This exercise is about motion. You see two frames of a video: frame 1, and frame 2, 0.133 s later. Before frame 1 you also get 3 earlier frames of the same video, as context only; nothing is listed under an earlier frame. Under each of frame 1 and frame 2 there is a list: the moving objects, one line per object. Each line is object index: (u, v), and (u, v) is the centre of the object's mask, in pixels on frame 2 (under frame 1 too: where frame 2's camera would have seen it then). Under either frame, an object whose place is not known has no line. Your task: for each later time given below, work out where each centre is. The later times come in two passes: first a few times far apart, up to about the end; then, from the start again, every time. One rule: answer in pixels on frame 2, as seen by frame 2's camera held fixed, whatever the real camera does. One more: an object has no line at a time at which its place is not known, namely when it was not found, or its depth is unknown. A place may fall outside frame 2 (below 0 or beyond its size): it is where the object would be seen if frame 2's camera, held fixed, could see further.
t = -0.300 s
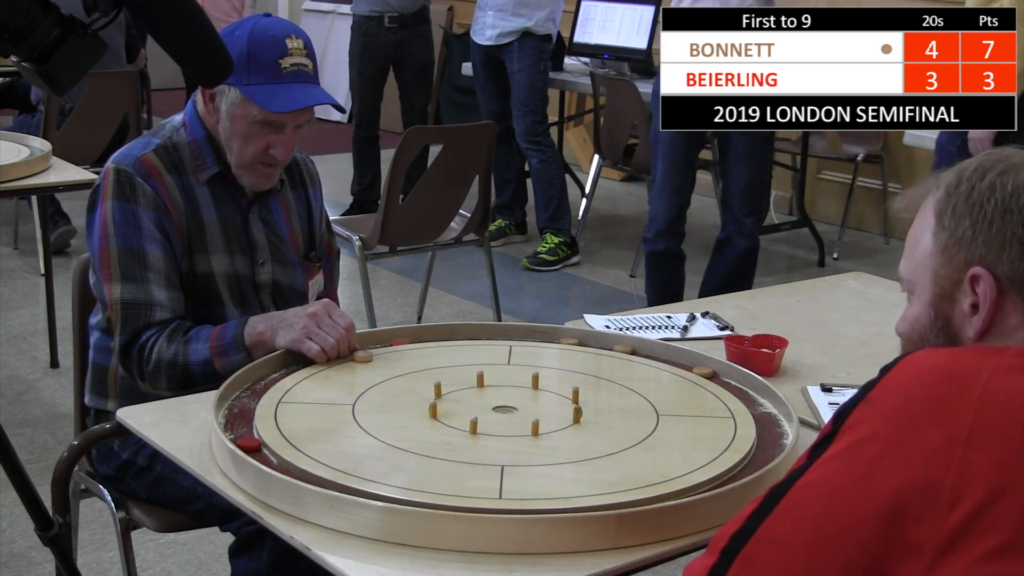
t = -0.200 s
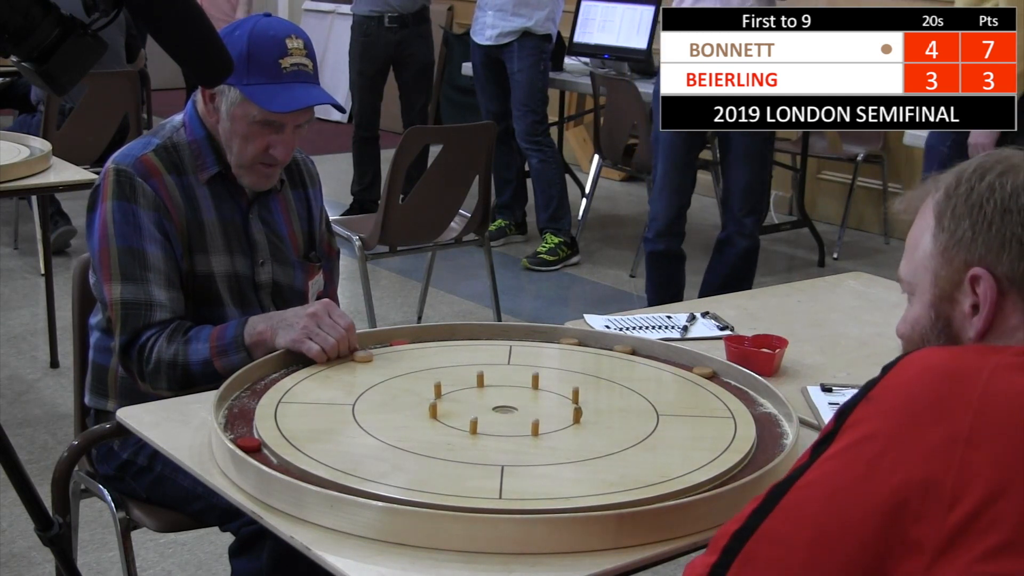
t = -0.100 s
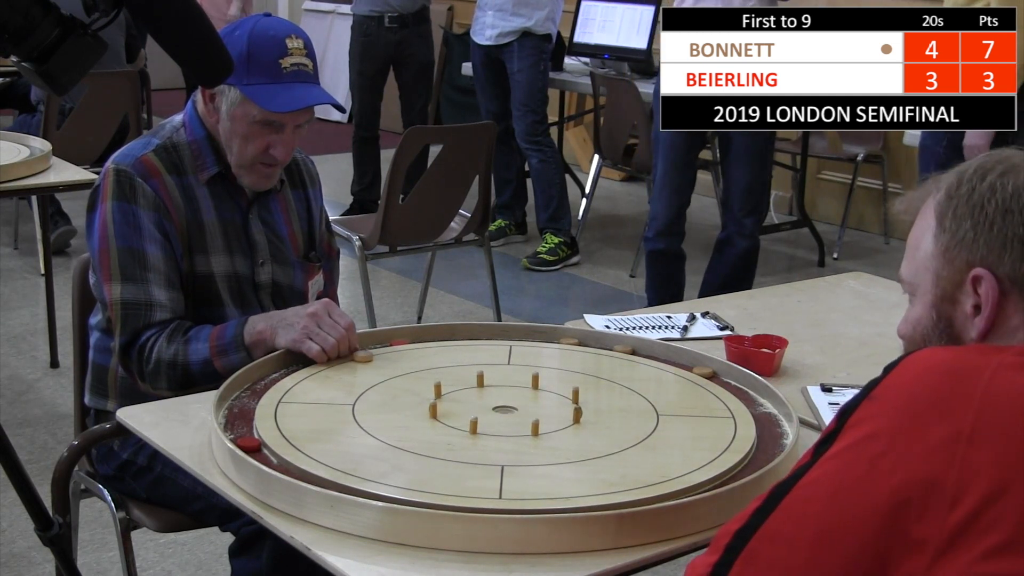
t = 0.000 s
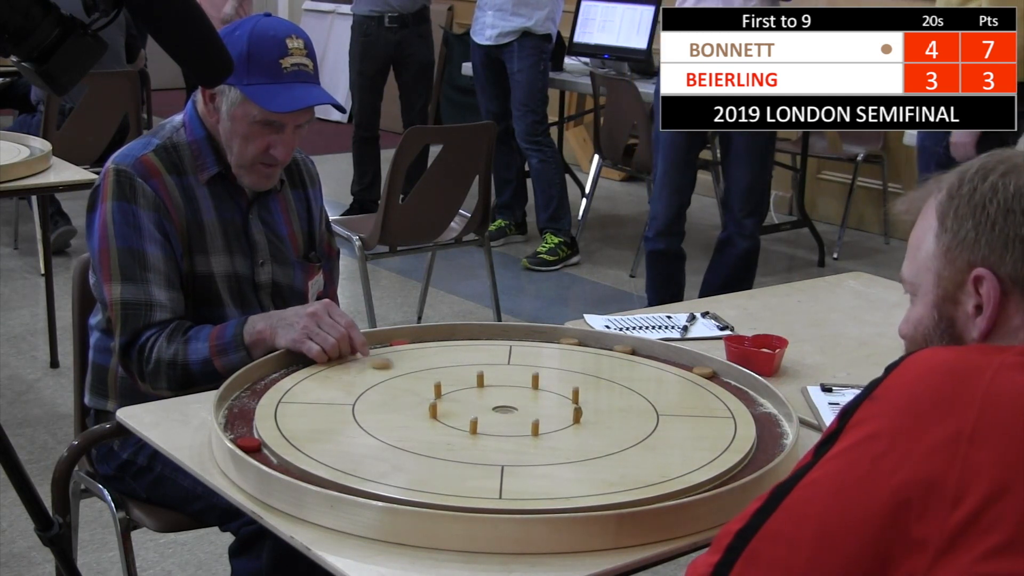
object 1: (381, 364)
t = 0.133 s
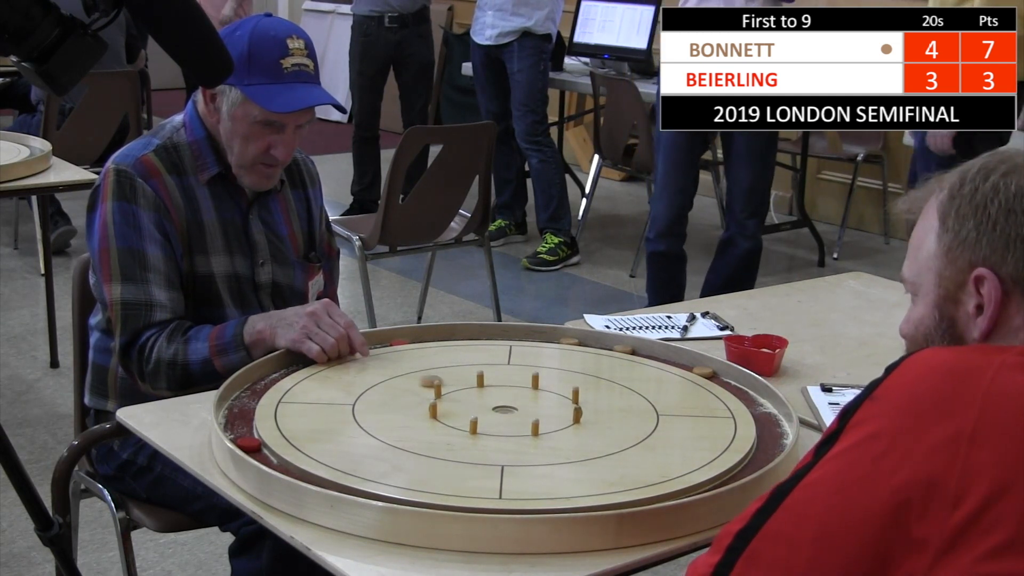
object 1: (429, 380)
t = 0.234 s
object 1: (464, 393)
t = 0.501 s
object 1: (522, 411)
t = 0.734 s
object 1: (529, 412)
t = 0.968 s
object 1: (529, 412)
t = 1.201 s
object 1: (530, 412)
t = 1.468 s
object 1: (530, 412)
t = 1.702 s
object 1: (530, 412)
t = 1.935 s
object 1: (530, 412)
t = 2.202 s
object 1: (530, 412)
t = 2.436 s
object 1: (530, 412)
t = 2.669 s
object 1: (529, 412)
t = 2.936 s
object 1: (530, 412)
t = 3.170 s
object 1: (530, 412)
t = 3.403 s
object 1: (530, 412)
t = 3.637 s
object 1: (530, 412)
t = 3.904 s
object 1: (530, 412)
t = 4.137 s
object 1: (530, 412)
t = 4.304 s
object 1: (530, 412)
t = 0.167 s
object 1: (444, 385)
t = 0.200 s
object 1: (454, 389)
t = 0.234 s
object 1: (464, 393)
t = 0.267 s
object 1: (473, 396)
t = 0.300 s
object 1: (482, 400)
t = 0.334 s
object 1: (491, 403)
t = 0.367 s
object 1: (499, 406)
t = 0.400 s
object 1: (506, 409)
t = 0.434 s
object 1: (512, 409)
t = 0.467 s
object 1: (517, 410)
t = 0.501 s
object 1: (522, 411)
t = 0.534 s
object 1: (525, 411)
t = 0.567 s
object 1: (527, 412)
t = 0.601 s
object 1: (529, 412)
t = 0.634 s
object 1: (529, 412)
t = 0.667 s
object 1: (529, 412)
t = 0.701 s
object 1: (529, 412)
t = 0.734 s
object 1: (529, 412)
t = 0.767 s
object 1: (529, 412)
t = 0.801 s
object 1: (529, 412)
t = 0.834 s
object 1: (529, 412)
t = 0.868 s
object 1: (529, 412)
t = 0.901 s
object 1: (529, 412)
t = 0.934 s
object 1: (529, 412)
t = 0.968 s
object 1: (529, 412)
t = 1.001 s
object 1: (530, 412)
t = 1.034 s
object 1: (530, 412)
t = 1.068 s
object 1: (529, 412)
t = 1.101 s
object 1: (529, 412)
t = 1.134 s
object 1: (530, 412)
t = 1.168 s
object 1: (530, 412)
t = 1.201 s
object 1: (530, 412)
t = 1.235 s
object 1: (530, 412)
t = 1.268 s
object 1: (530, 412)
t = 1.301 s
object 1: (530, 412)
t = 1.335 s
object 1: (530, 412)
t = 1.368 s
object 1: (530, 412)
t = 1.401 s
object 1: (530, 412)
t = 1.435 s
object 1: (530, 412)
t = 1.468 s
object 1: (530, 412)
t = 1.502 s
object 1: (530, 412)
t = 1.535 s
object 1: (530, 412)
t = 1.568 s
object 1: (530, 412)
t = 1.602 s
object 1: (530, 412)
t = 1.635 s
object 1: (530, 412)
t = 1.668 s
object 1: (529, 412)
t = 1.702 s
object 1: (530, 412)
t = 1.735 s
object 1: (530, 412)
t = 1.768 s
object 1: (530, 412)
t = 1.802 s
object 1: (529, 412)
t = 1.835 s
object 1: (530, 412)
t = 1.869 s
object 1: (530, 412)
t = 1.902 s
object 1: (530, 412)
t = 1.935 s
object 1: (530, 412)
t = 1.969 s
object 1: (530, 412)
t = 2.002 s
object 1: (530, 412)
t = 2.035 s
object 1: (530, 412)
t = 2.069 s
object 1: (530, 412)
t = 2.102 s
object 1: (530, 412)
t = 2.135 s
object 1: (530, 412)
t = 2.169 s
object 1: (529, 412)
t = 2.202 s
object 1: (530, 412)
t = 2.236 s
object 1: (530, 412)
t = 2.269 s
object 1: (530, 412)
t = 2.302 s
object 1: (530, 412)
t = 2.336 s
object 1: (530, 412)
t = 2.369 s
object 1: (530, 412)
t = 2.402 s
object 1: (530, 412)
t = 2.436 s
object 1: (530, 412)
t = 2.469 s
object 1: (529, 412)
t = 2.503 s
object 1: (530, 412)
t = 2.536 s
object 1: (530, 412)
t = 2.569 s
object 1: (530, 412)
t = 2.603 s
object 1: (529, 412)
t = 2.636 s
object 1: (529, 412)
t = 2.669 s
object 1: (529, 412)
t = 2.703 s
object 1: (529, 412)
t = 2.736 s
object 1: (529, 412)
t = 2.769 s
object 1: (529, 412)
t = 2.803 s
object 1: (529, 412)
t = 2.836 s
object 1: (529, 412)
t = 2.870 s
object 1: (530, 412)
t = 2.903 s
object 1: (530, 412)
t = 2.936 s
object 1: (530, 412)
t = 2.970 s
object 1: (530, 412)
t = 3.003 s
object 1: (530, 412)
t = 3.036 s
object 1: (530, 412)
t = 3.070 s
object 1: (530, 412)
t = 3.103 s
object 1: (530, 412)
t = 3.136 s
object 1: (530, 412)
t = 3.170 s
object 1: (530, 412)
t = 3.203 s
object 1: (530, 412)
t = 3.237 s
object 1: (530, 412)
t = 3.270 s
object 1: (530, 412)
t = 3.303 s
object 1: (530, 412)
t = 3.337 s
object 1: (530, 412)
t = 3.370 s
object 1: (530, 412)
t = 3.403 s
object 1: (530, 412)
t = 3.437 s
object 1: (530, 412)
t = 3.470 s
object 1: (530, 412)
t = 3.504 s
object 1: (530, 412)
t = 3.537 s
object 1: (530, 412)
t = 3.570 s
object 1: (530, 412)
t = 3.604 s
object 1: (530, 412)
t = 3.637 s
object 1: (530, 412)
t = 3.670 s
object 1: (530, 412)
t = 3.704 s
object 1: (530, 412)
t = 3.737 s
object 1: (530, 412)
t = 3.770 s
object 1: (530, 412)
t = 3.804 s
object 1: (530, 412)
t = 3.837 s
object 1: (530, 412)
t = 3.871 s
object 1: (530, 412)
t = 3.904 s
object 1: (530, 412)
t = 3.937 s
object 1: (530, 412)
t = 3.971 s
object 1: (530, 412)
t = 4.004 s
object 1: (530, 412)
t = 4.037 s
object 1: (530, 412)
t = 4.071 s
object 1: (530, 412)
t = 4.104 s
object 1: (530, 412)
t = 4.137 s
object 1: (530, 412)
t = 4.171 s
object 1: (530, 412)
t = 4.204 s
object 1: (530, 412)
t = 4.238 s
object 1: (530, 412)
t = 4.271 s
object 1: (530, 412)
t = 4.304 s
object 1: (530, 412)
